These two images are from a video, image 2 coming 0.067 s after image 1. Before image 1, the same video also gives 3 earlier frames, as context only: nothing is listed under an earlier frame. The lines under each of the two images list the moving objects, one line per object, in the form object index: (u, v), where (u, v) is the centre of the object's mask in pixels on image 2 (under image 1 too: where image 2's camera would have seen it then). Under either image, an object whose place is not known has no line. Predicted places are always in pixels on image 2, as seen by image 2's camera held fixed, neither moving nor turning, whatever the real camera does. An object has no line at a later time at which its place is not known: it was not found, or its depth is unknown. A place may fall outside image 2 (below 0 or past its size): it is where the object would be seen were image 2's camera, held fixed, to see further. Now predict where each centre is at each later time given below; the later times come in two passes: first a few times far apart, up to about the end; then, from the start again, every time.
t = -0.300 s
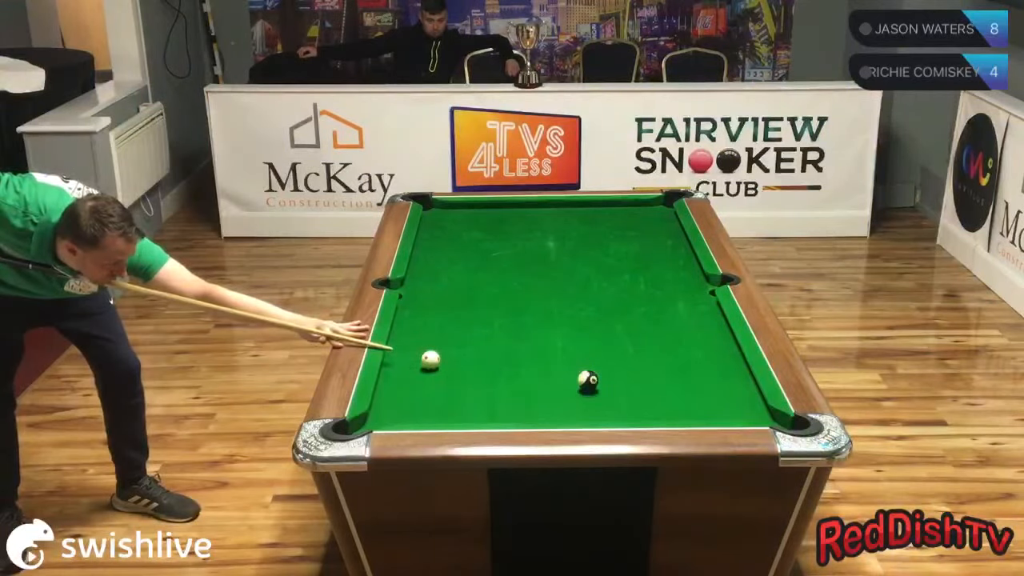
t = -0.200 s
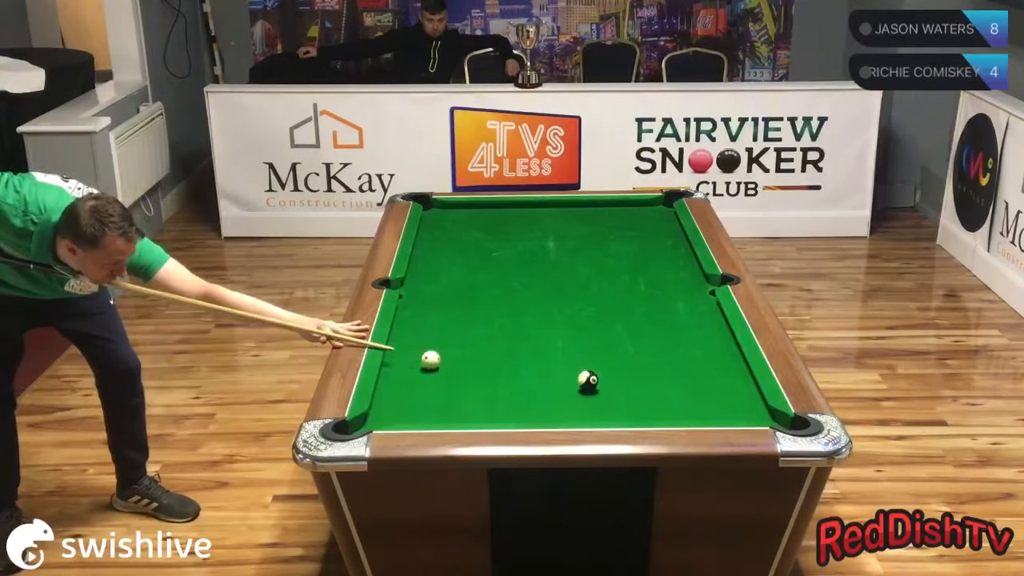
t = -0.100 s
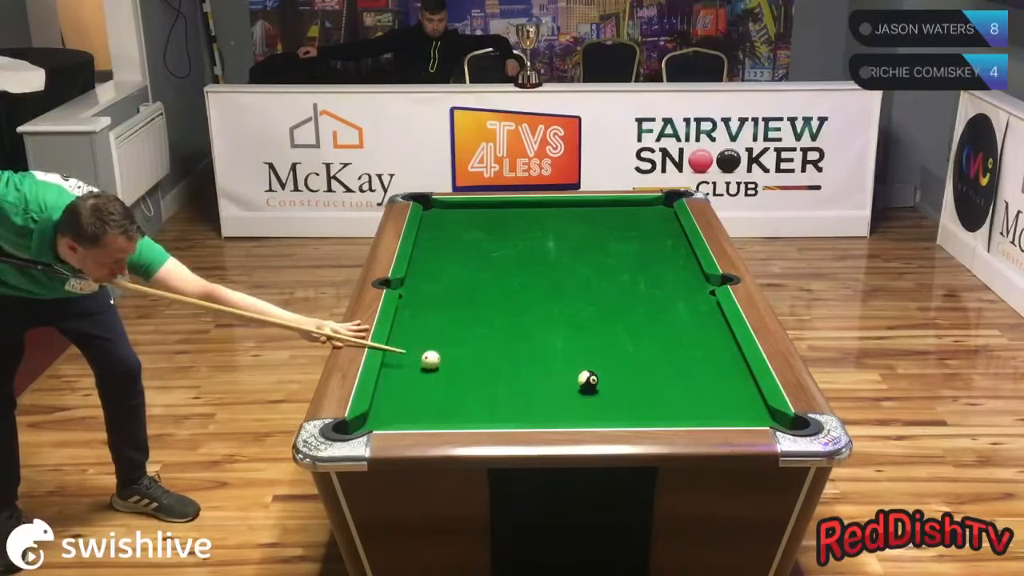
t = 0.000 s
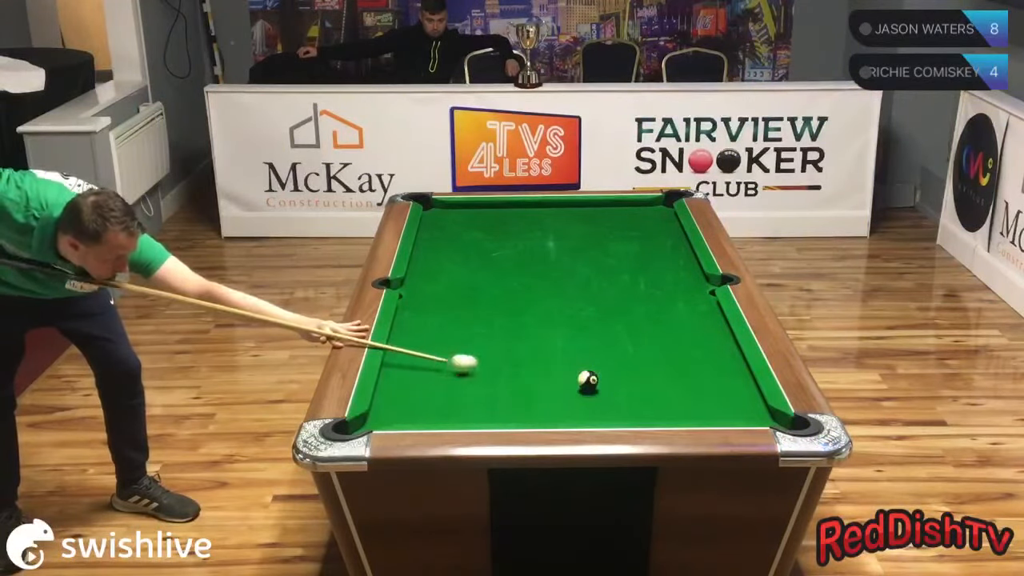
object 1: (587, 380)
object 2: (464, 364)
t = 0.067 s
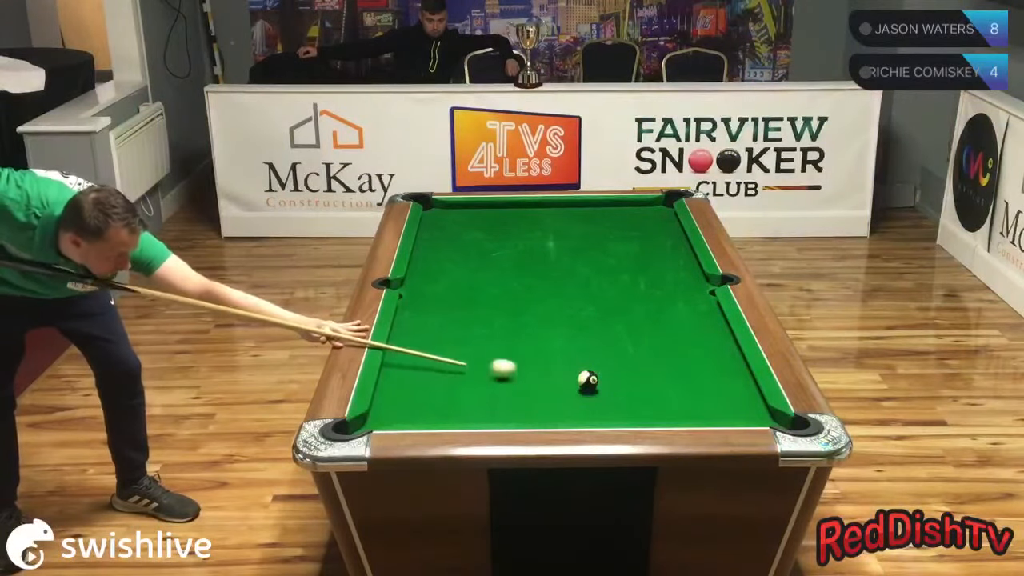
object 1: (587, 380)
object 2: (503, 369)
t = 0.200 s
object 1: (593, 382)
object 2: (570, 376)
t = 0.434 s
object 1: (680, 400)
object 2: (597, 371)
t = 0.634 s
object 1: (747, 412)
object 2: (623, 368)
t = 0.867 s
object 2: (652, 364)
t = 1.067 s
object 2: (674, 361)
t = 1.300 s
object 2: (699, 357)
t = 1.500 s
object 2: (719, 355)
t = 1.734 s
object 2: (729, 352)
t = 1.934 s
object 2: (715, 351)
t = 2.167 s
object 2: (703, 349)
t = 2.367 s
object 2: (694, 348)
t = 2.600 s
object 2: (686, 348)
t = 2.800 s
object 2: (680, 347)
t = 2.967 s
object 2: (677, 346)
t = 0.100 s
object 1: (587, 380)
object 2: (522, 371)
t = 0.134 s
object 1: (587, 381)
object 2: (540, 373)
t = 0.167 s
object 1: (587, 381)
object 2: (558, 376)
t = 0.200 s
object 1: (593, 382)
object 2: (570, 376)
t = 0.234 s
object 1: (607, 384)
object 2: (571, 376)
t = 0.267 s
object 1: (621, 387)
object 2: (574, 375)
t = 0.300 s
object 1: (634, 389)
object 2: (578, 374)
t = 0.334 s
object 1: (647, 392)
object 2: (583, 373)
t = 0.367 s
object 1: (658, 397)
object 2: (587, 372)
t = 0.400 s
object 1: (669, 397)
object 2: (592, 372)
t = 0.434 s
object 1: (680, 400)
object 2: (597, 371)
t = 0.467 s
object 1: (689, 404)
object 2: (601, 371)
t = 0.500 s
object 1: (700, 404)
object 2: (606, 370)
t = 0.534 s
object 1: (714, 406)
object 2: (610, 369)
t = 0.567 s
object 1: (724, 410)
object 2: (614, 369)
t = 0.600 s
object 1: (735, 409)
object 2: (619, 368)
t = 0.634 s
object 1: (747, 412)
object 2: (623, 368)
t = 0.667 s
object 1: (756, 415)
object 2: (627, 367)
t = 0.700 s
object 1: (768, 416)
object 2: (631, 366)
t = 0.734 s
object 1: (782, 419)
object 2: (635, 366)
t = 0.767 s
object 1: (787, 425)
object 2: (639, 365)
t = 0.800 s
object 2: (643, 365)
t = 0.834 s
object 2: (648, 364)
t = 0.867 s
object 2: (652, 364)
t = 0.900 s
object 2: (655, 363)
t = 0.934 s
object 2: (659, 363)
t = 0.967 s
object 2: (663, 362)
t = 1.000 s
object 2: (667, 362)
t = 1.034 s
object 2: (671, 361)
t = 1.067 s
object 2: (674, 361)
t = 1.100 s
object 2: (678, 360)
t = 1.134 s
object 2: (682, 360)
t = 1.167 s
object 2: (685, 359)
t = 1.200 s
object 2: (689, 359)
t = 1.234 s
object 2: (692, 358)
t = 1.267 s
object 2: (696, 358)
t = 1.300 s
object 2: (699, 357)
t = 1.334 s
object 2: (702, 357)
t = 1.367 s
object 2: (706, 356)
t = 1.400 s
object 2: (709, 356)
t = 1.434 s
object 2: (712, 356)
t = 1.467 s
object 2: (716, 355)
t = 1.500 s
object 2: (719, 355)
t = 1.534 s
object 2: (722, 354)
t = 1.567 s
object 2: (725, 354)
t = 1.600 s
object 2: (728, 353)
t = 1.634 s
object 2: (731, 353)
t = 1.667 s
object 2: (733, 352)
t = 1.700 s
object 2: (731, 352)
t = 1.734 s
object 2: (729, 352)
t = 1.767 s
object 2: (726, 352)
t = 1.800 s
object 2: (724, 352)
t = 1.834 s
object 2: (722, 351)
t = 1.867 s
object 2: (720, 351)
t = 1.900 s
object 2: (717, 351)
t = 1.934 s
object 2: (715, 351)
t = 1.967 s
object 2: (713, 350)
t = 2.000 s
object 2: (711, 350)
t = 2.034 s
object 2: (710, 350)
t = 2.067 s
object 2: (708, 350)
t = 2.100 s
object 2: (706, 350)
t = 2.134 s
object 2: (704, 350)
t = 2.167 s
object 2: (703, 349)
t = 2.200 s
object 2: (701, 349)
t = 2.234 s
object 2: (700, 349)
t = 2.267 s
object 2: (698, 349)
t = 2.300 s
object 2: (697, 349)
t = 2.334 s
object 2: (695, 348)
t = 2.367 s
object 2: (694, 348)
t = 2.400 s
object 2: (692, 348)
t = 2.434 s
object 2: (691, 348)
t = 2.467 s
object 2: (690, 348)
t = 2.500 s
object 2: (689, 348)
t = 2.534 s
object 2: (688, 348)
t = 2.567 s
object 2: (687, 348)
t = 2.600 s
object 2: (686, 348)
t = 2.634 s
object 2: (684, 347)
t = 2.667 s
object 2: (683, 347)
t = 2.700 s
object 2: (683, 347)
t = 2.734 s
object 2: (682, 347)
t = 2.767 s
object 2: (681, 347)
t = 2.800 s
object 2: (680, 347)
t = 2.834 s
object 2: (679, 347)
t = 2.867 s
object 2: (679, 347)
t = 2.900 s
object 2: (678, 347)
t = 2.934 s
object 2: (677, 346)
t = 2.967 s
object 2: (677, 346)
